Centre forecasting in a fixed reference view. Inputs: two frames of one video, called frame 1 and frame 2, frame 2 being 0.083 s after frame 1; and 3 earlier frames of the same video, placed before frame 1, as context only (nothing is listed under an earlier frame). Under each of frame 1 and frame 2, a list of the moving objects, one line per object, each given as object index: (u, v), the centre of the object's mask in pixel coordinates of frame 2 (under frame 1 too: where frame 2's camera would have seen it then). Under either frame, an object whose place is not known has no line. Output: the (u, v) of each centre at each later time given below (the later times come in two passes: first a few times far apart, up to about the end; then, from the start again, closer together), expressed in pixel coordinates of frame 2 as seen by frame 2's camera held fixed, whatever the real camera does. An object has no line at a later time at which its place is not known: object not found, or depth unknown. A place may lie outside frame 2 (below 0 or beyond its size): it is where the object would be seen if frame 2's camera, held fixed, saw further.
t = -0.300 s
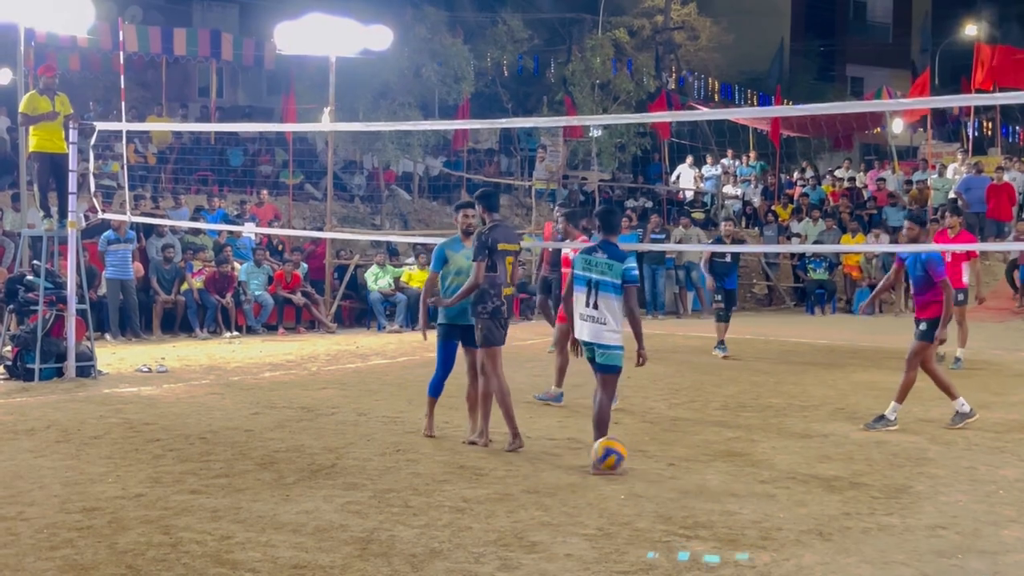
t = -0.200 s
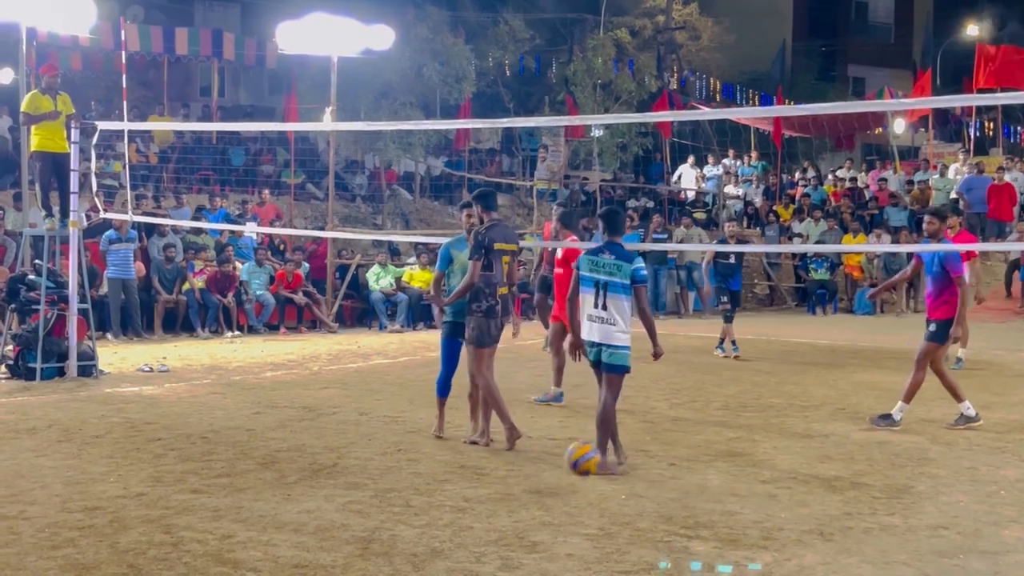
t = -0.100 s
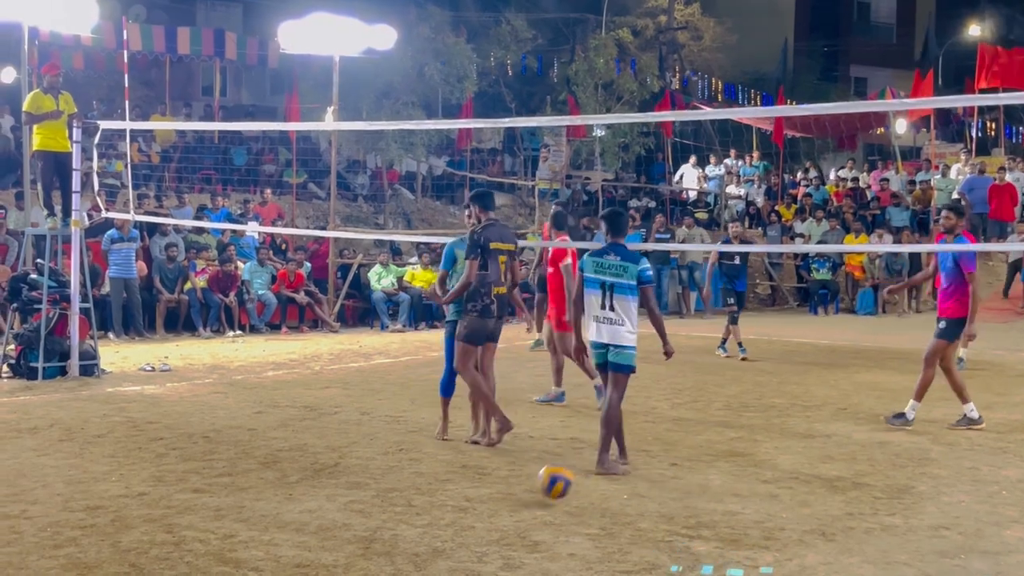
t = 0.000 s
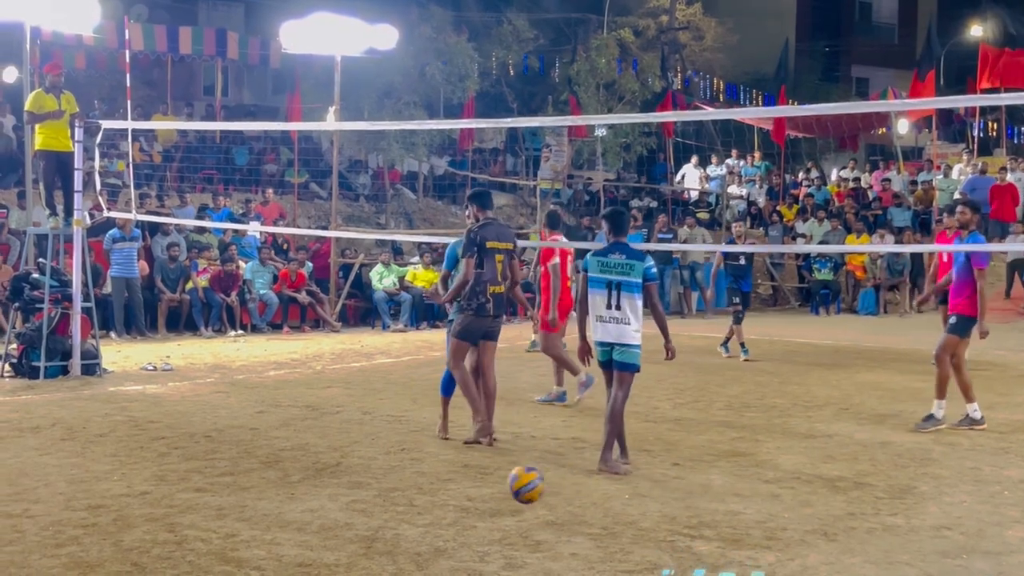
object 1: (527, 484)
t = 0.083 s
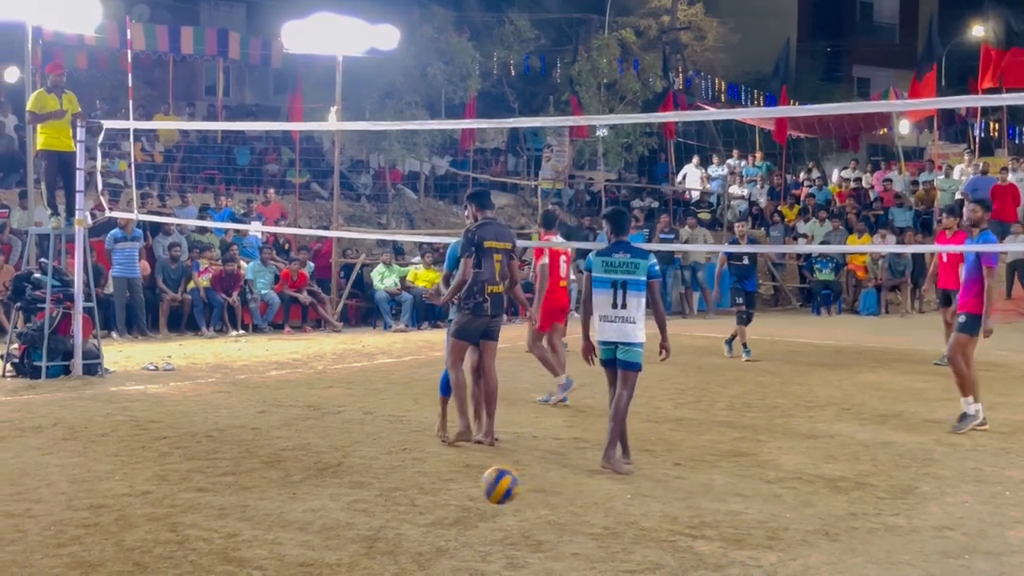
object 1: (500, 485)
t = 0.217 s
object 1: (453, 507)
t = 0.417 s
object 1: (377, 506)
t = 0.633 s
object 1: (283, 549)
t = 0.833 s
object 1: (186, 549)
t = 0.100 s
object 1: (494, 486)
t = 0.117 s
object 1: (489, 487)
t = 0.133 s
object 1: (483, 490)
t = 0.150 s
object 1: (477, 492)
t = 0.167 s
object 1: (472, 495)
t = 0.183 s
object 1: (466, 499)
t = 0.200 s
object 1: (459, 503)
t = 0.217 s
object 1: (453, 507)
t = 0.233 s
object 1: (447, 513)
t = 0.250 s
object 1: (441, 519)
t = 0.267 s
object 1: (435, 516)
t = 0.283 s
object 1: (428, 513)
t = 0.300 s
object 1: (423, 511)
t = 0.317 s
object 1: (417, 509)
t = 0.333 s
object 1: (410, 507)
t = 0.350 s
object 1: (403, 506)
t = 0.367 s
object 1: (398, 505)
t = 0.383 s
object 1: (391, 504)
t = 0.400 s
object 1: (384, 504)
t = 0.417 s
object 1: (377, 506)
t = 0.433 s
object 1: (370, 507)
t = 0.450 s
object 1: (363, 509)
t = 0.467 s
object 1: (356, 512)
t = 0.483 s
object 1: (349, 516)
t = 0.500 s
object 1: (342, 520)
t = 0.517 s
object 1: (335, 525)
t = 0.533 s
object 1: (327, 530)
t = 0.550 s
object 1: (319, 536)
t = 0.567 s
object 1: (312, 541)
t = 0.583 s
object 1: (305, 548)
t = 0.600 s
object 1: (298, 554)
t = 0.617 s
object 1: (290, 552)
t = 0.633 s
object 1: (283, 549)
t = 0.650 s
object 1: (275, 546)
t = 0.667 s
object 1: (266, 543)
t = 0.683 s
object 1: (260, 542)
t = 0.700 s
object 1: (252, 540)
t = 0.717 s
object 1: (244, 540)
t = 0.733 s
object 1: (236, 540)
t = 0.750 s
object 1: (228, 540)
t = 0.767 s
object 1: (220, 541)
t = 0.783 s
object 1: (212, 542)
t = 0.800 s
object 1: (203, 544)
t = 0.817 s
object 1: (195, 547)
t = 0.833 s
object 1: (186, 549)
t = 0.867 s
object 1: (168, 556)
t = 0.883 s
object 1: (159, 559)
